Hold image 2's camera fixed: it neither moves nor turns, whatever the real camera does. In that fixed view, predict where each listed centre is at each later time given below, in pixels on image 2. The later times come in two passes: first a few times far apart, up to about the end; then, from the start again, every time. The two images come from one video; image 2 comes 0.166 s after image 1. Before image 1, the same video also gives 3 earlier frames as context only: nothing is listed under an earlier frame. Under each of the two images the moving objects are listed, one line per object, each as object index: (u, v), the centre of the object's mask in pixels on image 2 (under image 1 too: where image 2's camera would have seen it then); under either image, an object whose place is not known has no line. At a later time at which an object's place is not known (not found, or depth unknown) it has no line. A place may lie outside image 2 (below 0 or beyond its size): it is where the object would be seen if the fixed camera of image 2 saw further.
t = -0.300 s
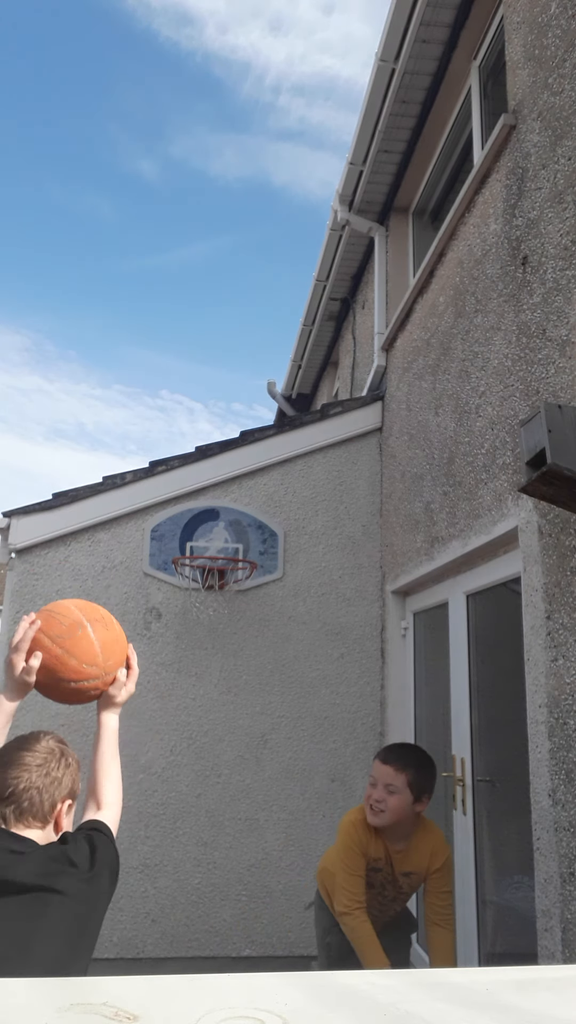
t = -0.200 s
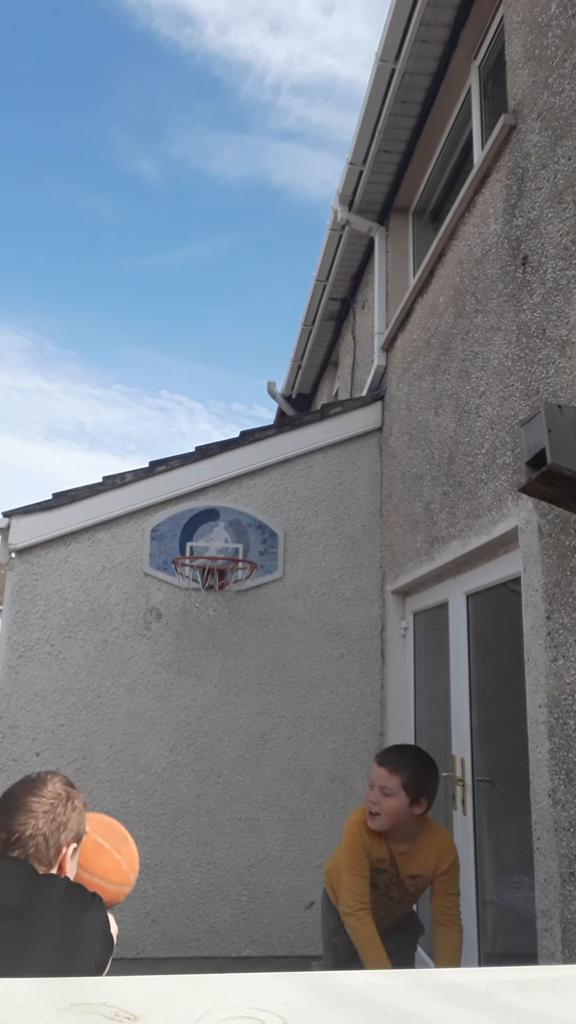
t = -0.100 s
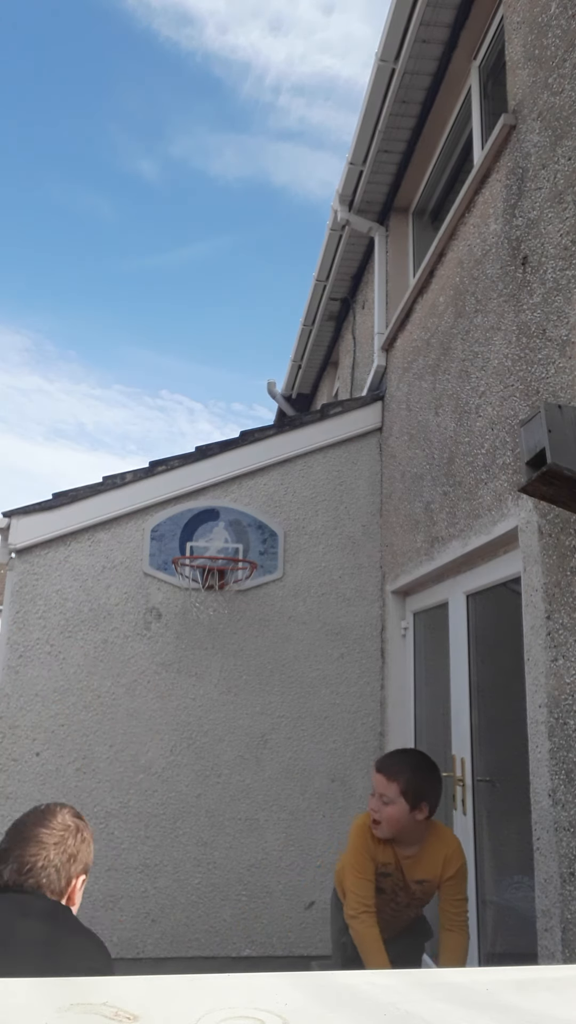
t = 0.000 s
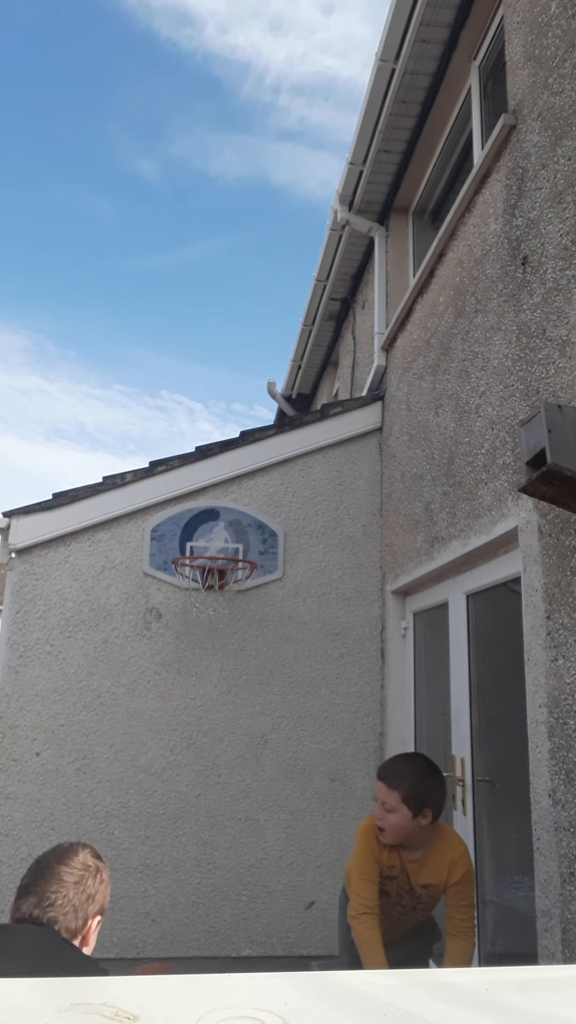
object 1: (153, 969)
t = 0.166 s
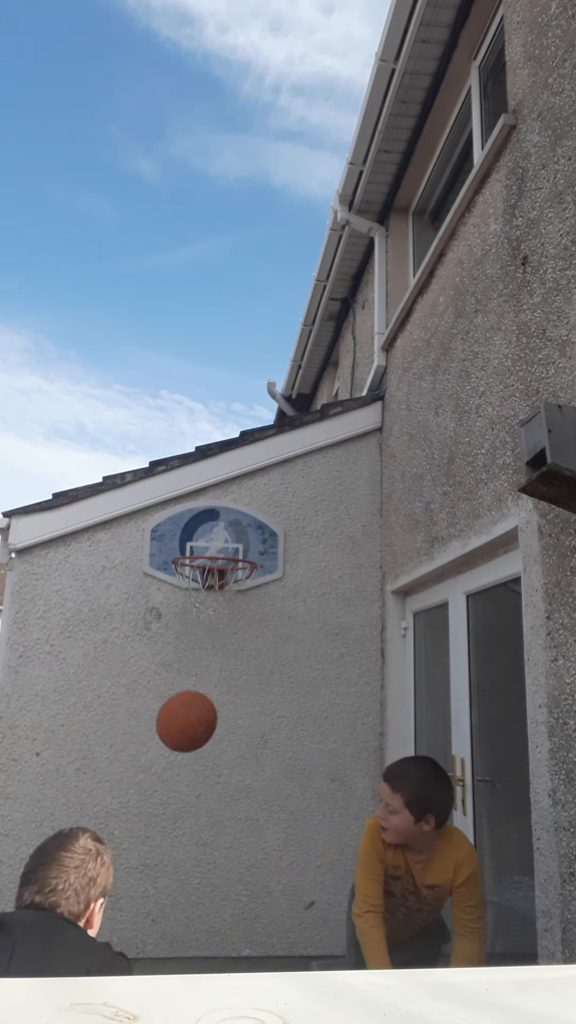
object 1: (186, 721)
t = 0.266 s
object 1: (201, 623)
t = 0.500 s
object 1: (223, 521)
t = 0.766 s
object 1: (236, 542)
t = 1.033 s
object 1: (202, 596)
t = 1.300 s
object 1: (210, 604)
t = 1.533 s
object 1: (241, 646)
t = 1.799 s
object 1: (271, 816)
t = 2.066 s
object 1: (298, 882)
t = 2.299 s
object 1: (319, 780)
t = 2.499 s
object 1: (334, 775)
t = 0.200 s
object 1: (192, 684)
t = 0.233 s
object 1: (197, 651)
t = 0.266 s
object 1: (201, 623)
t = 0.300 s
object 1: (205, 599)
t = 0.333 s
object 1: (209, 578)
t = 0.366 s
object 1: (212, 562)
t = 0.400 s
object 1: (215, 547)
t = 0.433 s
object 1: (218, 536)
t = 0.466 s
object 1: (221, 527)
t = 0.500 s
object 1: (223, 521)
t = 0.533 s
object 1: (225, 517)
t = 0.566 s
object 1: (227, 514)
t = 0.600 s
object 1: (229, 514)
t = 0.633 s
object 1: (231, 516)
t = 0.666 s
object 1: (232, 520)
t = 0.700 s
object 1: (234, 525)
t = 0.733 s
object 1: (235, 533)
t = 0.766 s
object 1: (236, 542)
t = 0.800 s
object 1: (237, 553)
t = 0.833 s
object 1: (234, 561)
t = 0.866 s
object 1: (229, 568)
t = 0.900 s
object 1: (223, 576)
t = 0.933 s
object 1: (218, 583)
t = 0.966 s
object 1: (212, 591)
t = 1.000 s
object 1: (208, 595)
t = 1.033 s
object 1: (202, 596)
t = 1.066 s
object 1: (197, 597)
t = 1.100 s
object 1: (193, 598)
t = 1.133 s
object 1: (192, 599)
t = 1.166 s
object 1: (193, 600)
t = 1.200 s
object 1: (197, 600)
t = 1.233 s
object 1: (200, 602)
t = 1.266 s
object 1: (205, 602)
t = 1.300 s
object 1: (210, 604)
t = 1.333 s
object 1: (215, 605)
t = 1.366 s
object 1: (220, 607)
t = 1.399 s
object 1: (225, 610)
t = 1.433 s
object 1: (229, 618)
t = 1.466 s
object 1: (233, 625)
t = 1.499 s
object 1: (237, 635)
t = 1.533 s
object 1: (241, 646)
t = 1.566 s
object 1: (245, 660)
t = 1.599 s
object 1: (249, 676)
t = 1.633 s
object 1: (253, 694)
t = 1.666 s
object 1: (257, 714)
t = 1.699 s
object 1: (261, 736)
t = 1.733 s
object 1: (264, 760)
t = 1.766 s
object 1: (268, 787)
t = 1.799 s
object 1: (271, 816)
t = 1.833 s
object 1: (275, 848)
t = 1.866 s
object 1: (278, 882)
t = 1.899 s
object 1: (281, 920)
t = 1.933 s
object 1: (285, 954)
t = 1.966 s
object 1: (288, 956)
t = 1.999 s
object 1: (292, 934)
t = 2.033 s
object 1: (295, 906)
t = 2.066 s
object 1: (298, 882)
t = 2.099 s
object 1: (302, 860)
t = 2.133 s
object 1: (305, 841)
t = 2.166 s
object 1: (308, 824)
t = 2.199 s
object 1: (311, 810)
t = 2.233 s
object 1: (314, 797)
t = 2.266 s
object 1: (317, 788)
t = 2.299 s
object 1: (319, 780)
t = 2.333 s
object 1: (322, 774)
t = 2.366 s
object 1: (325, 770)
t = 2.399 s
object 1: (327, 769)
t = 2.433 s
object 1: (330, 769)
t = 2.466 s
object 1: (332, 771)
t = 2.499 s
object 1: (334, 775)
